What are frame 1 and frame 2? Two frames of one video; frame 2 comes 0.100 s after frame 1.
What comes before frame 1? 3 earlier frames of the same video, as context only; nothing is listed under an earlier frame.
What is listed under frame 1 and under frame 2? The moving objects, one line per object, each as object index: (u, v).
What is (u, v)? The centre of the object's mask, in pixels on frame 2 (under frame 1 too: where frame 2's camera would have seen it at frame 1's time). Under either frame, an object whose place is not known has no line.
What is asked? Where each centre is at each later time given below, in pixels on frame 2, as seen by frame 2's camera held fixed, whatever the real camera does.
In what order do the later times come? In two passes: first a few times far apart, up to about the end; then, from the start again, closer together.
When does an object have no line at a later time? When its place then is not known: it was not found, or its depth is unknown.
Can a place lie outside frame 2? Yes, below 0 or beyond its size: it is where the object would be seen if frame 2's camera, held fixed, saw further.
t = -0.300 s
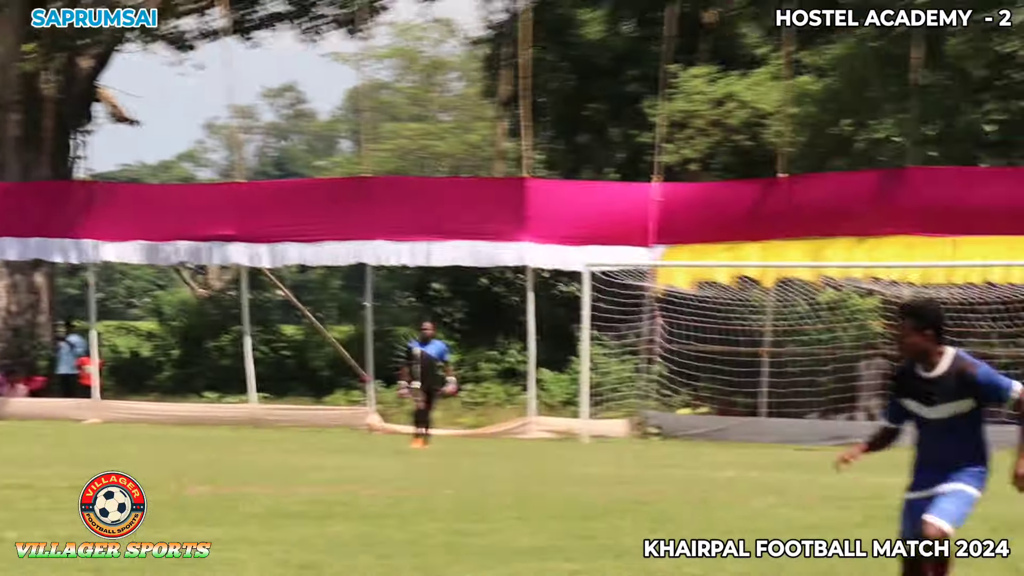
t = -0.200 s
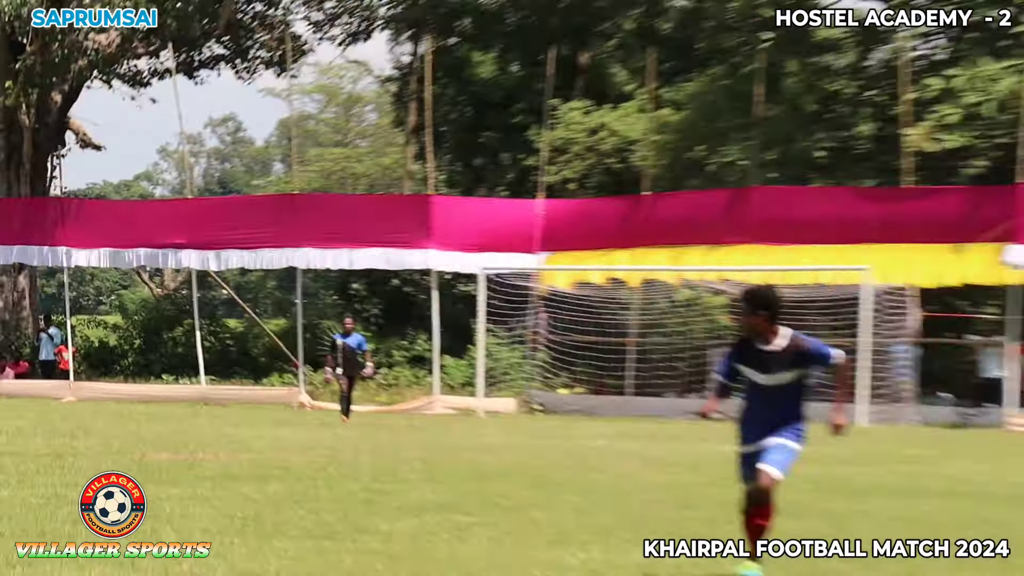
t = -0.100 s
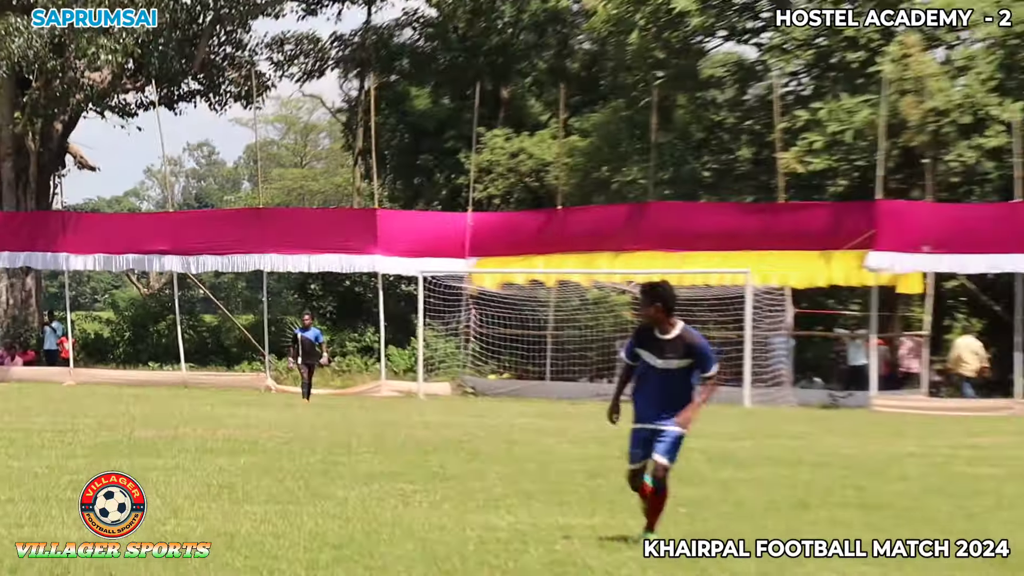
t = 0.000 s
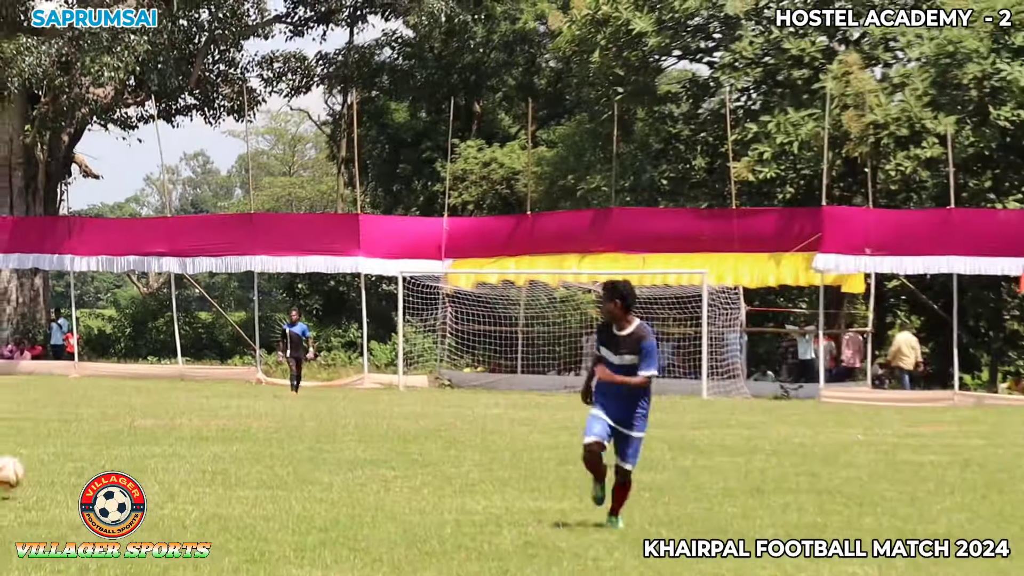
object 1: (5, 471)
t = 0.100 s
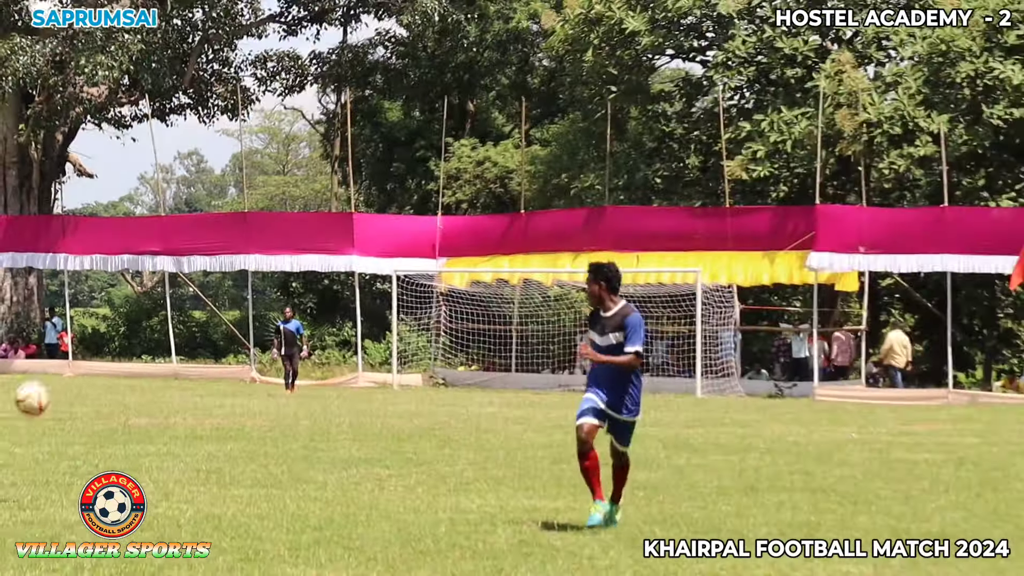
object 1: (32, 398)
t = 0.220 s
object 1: (69, 327)
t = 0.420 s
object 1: (132, 258)
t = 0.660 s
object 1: (224, 268)
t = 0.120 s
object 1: (38, 385)
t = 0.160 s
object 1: (52, 360)
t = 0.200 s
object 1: (61, 340)
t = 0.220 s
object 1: (69, 327)
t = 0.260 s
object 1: (83, 308)
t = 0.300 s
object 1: (95, 294)
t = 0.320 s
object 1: (100, 286)
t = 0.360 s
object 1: (114, 274)
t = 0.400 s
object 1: (125, 264)
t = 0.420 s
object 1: (132, 258)
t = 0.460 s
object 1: (147, 253)
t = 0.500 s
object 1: (161, 250)
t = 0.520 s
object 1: (170, 249)
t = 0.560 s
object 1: (184, 250)
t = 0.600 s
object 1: (199, 254)
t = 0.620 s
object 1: (208, 256)
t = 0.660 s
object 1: (224, 268)
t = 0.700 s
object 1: (242, 279)
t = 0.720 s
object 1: (251, 285)
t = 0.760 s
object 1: (266, 303)
